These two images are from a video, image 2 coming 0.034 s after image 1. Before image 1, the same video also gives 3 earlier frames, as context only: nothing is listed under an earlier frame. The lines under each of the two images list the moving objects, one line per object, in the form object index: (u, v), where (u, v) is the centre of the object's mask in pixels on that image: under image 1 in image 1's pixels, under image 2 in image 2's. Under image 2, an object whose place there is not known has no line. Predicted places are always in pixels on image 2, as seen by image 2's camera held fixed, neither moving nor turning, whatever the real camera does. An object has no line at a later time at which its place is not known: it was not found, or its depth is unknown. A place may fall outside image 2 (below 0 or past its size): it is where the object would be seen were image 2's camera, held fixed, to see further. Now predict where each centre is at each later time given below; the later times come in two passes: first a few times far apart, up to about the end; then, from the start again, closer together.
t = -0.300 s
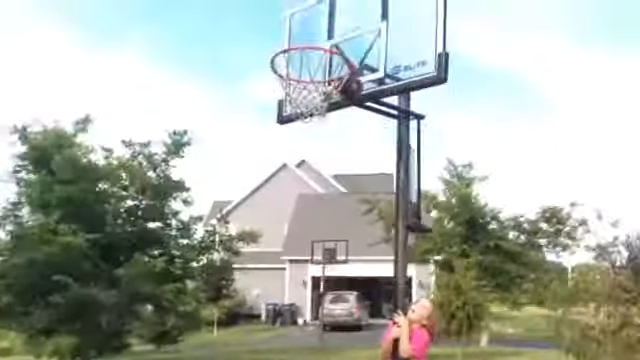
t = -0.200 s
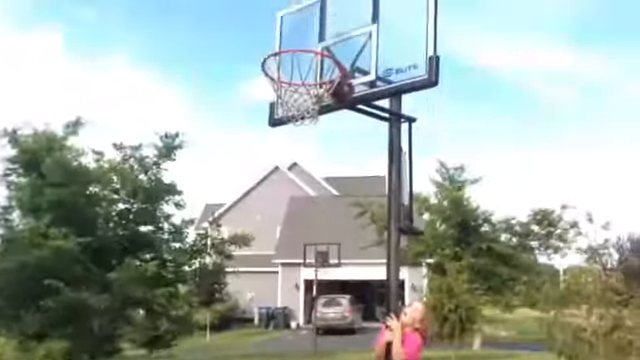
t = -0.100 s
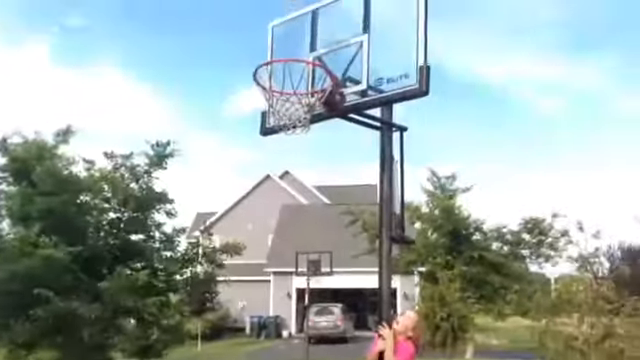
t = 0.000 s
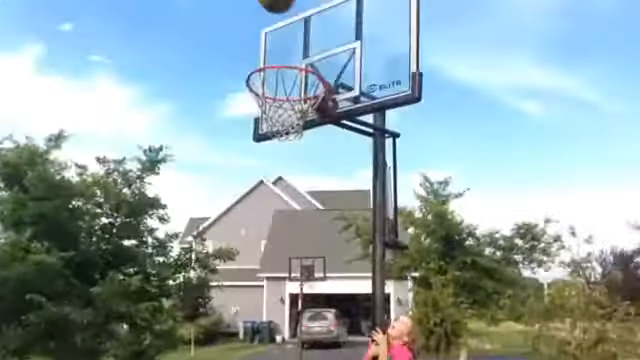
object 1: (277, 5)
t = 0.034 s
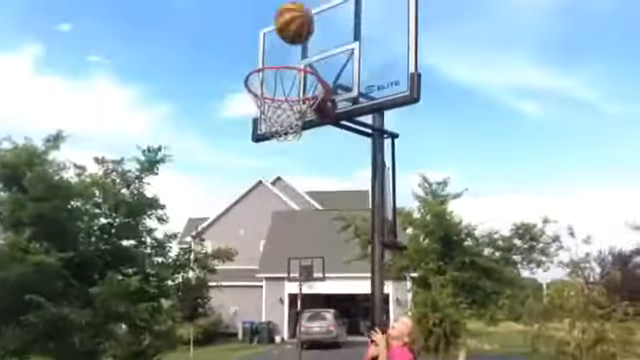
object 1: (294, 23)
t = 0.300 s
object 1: (313, 10)
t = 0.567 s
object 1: (270, -1)
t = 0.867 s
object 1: (213, 131)
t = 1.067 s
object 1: (163, 342)
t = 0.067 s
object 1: (312, 56)
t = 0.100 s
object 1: (325, 74)
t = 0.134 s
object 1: (332, 59)
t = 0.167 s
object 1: (332, 49)
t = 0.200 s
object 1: (328, 35)
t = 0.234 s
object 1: (322, 23)
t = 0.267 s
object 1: (318, 15)
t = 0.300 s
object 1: (313, 10)
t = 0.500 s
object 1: (282, -3)
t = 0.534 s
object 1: (276, -2)
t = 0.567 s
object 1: (270, -1)
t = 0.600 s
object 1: (265, 3)
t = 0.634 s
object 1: (259, 11)
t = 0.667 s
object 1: (253, 23)
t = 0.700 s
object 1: (246, 35)
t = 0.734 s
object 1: (241, 50)
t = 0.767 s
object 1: (233, 66)
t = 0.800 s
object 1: (228, 85)
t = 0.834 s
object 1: (221, 107)
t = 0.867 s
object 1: (213, 131)
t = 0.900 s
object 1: (206, 158)
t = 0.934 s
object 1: (198, 190)
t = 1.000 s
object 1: (181, 261)
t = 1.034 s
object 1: (172, 294)
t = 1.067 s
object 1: (163, 342)
